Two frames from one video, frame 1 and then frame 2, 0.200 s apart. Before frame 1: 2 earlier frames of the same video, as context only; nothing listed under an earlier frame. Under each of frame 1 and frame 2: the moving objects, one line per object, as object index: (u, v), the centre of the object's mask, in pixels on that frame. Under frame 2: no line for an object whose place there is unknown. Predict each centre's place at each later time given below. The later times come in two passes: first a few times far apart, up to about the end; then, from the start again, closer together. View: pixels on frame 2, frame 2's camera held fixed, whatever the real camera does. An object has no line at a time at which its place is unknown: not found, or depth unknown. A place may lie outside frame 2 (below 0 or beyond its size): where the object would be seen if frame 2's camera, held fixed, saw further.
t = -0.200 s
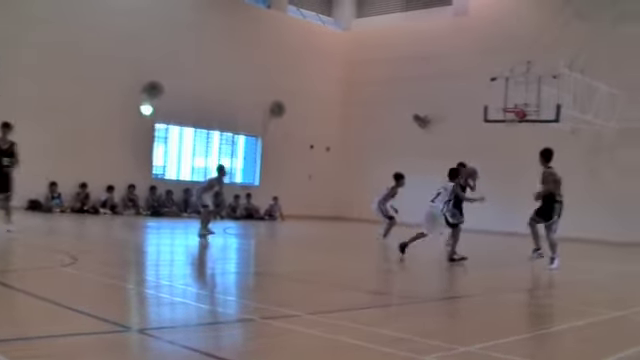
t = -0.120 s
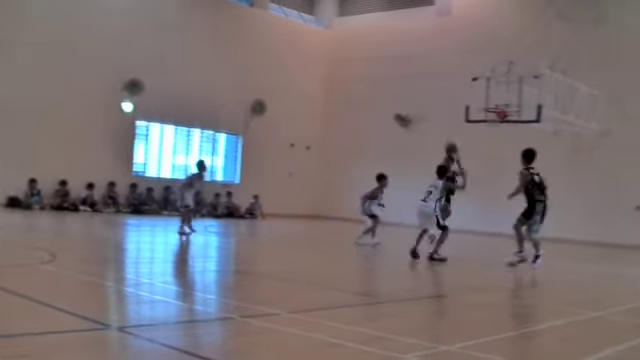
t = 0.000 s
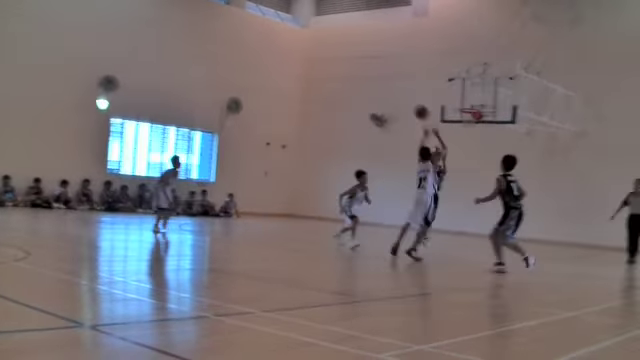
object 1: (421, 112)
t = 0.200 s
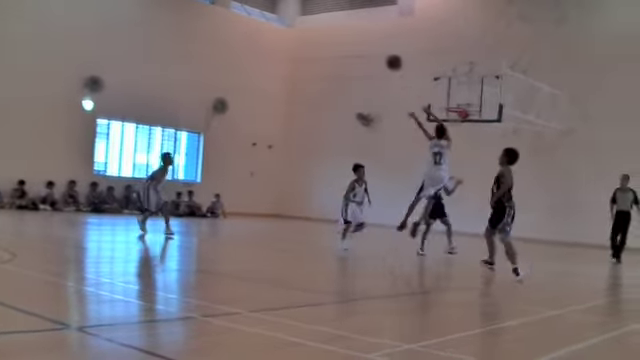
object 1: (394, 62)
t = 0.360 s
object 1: (379, 35)
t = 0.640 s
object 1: (347, 24)
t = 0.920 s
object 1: (294, 88)
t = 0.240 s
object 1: (390, 55)
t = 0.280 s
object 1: (387, 47)
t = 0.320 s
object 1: (383, 41)
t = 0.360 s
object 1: (379, 35)
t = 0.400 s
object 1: (376, 31)
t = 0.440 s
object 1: (372, 27)
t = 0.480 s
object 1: (368, 24)
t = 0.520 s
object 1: (363, 22)
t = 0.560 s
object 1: (358, 22)
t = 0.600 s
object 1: (353, 22)
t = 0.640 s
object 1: (347, 24)
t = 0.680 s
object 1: (341, 28)
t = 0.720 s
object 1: (334, 33)
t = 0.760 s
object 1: (327, 40)
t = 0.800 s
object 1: (319, 49)
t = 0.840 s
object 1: (311, 59)
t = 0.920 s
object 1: (294, 88)
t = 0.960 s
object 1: (285, 107)
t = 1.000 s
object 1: (275, 128)
